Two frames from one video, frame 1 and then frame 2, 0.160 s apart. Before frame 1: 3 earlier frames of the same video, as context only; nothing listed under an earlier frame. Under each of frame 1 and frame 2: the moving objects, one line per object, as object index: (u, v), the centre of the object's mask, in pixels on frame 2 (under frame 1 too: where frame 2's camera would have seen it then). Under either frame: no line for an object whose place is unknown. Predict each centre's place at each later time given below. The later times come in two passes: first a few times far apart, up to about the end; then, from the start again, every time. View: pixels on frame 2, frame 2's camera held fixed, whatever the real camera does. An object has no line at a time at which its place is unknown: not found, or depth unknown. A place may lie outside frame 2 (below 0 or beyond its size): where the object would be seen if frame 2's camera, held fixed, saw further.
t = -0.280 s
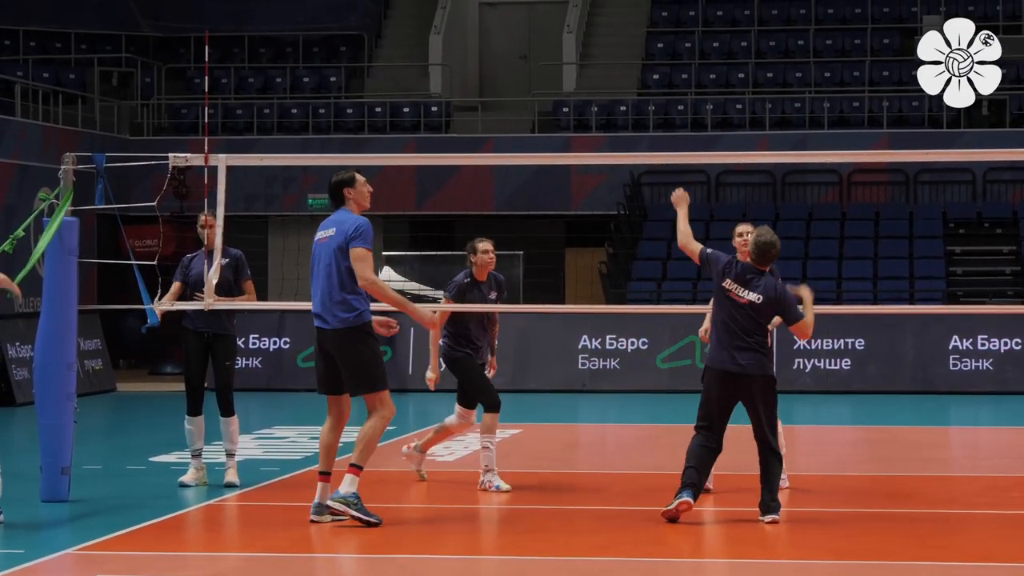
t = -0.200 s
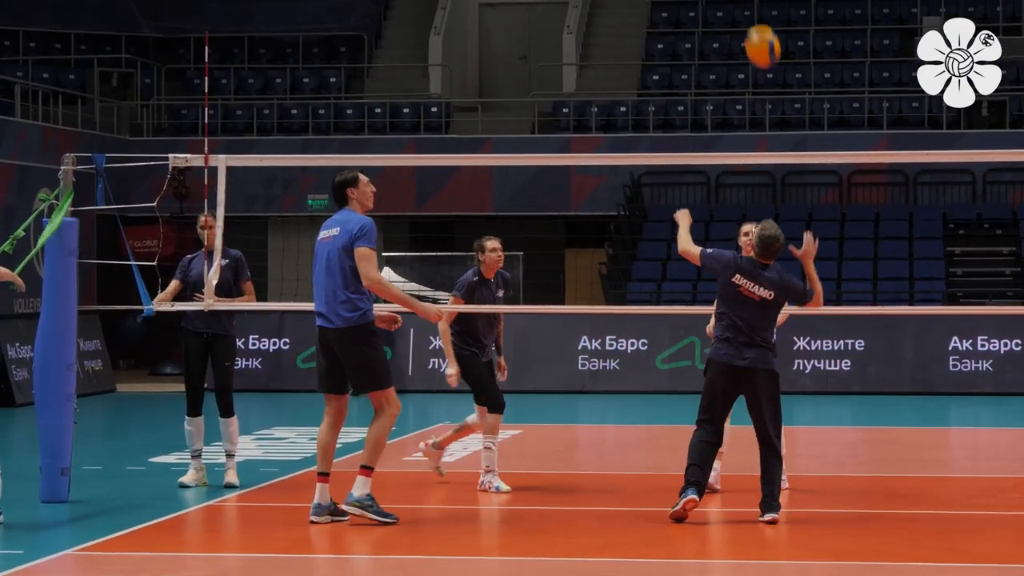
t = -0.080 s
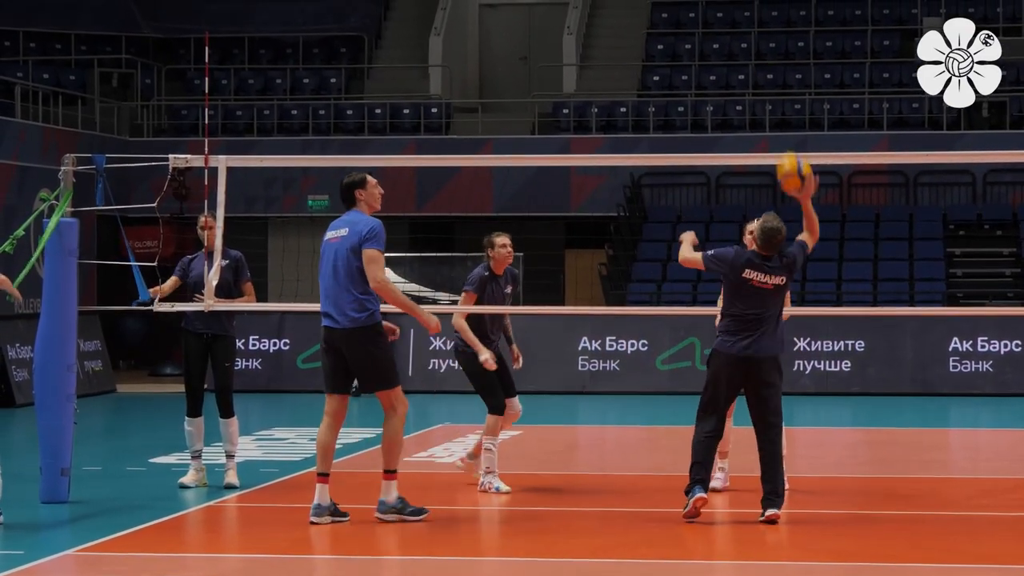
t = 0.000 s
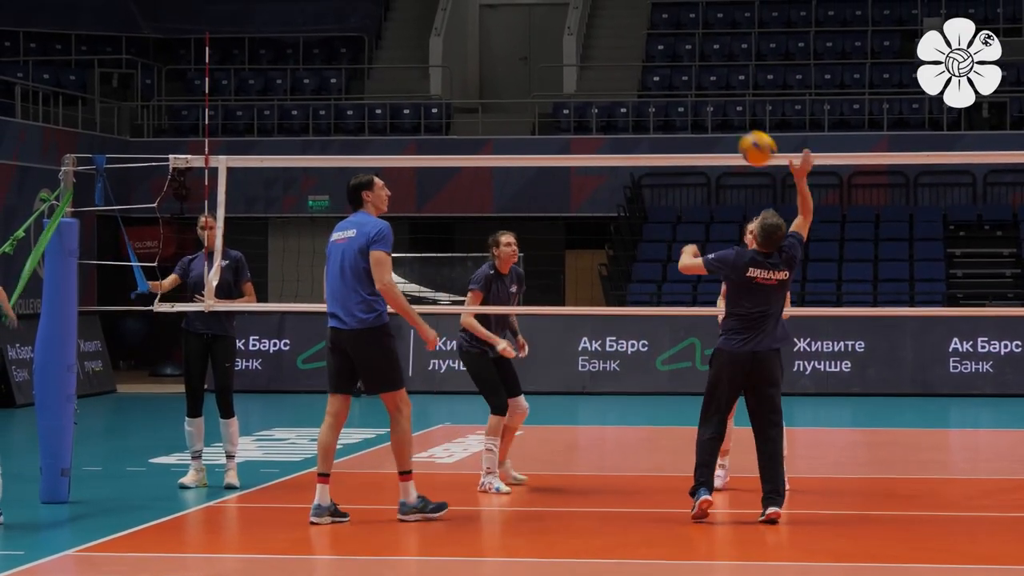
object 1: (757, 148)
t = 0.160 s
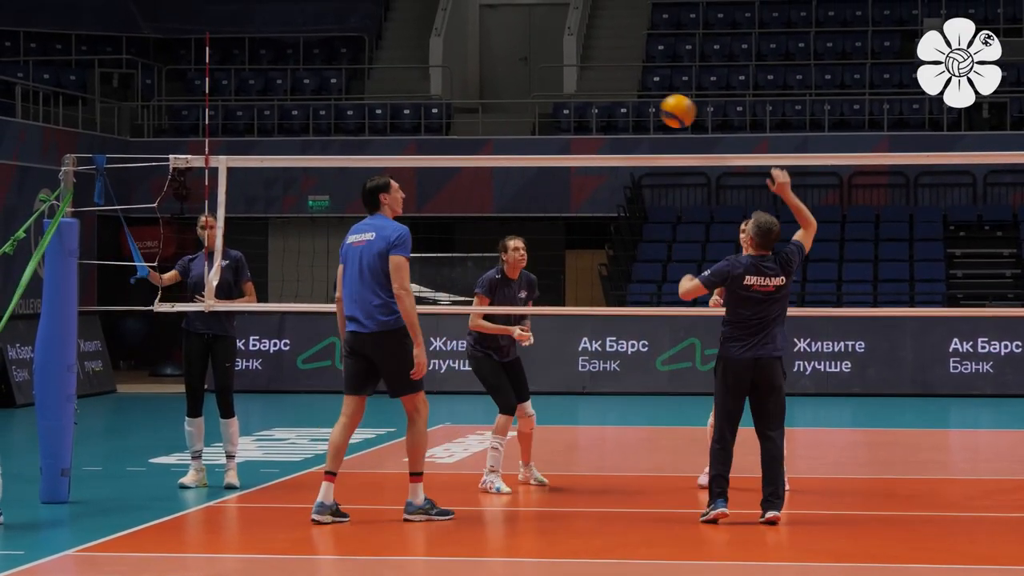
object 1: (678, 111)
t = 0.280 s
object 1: (621, 110)
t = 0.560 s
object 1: (502, 190)
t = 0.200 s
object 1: (659, 108)
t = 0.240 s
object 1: (640, 108)
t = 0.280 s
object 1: (621, 110)
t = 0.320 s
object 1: (604, 114)
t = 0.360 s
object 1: (586, 121)
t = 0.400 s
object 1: (568, 131)
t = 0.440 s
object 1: (552, 141)
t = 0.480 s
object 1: (535, 148)
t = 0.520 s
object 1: (517, 177)
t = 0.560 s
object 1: (502, 190)
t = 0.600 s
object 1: (486, 211)
